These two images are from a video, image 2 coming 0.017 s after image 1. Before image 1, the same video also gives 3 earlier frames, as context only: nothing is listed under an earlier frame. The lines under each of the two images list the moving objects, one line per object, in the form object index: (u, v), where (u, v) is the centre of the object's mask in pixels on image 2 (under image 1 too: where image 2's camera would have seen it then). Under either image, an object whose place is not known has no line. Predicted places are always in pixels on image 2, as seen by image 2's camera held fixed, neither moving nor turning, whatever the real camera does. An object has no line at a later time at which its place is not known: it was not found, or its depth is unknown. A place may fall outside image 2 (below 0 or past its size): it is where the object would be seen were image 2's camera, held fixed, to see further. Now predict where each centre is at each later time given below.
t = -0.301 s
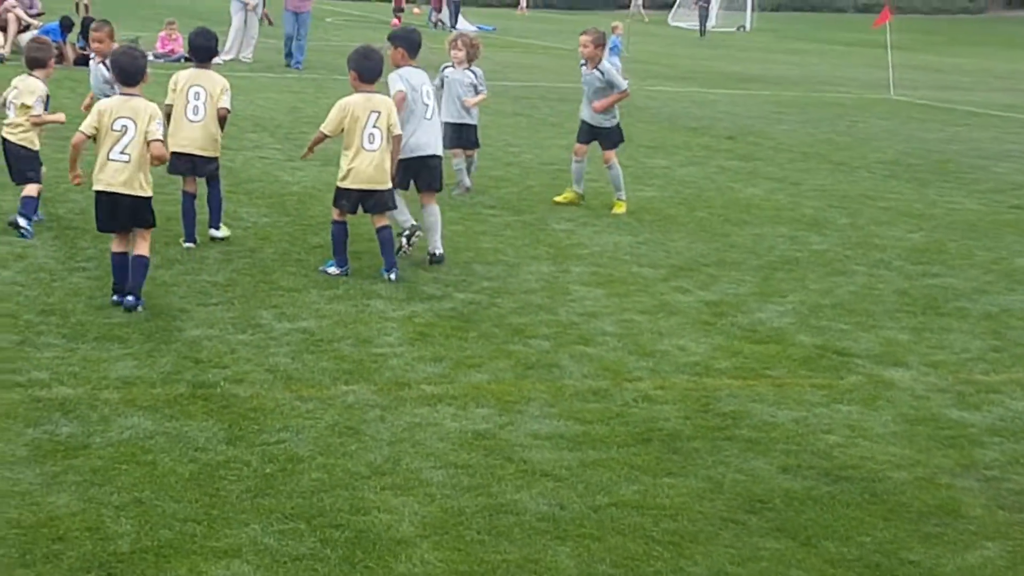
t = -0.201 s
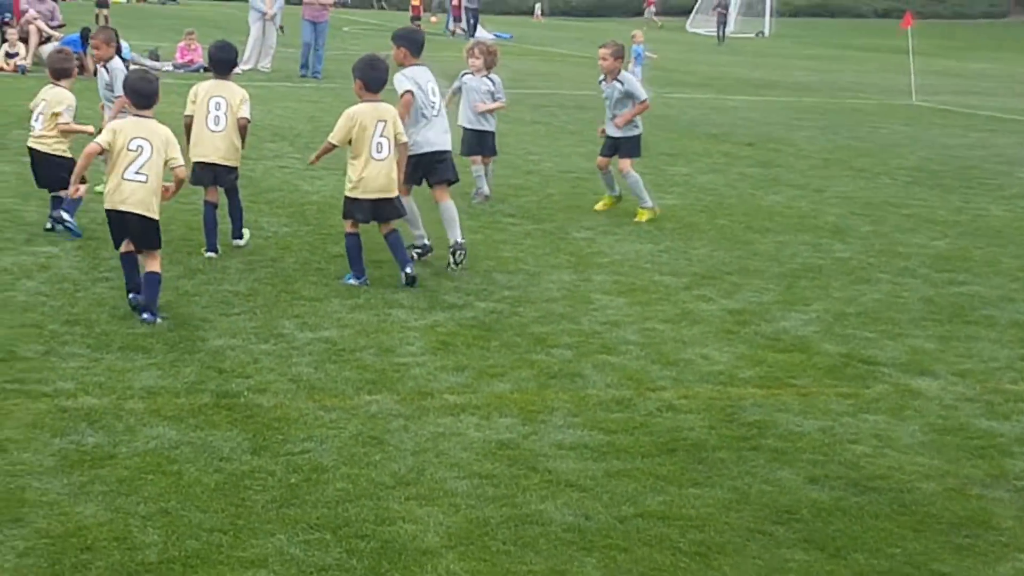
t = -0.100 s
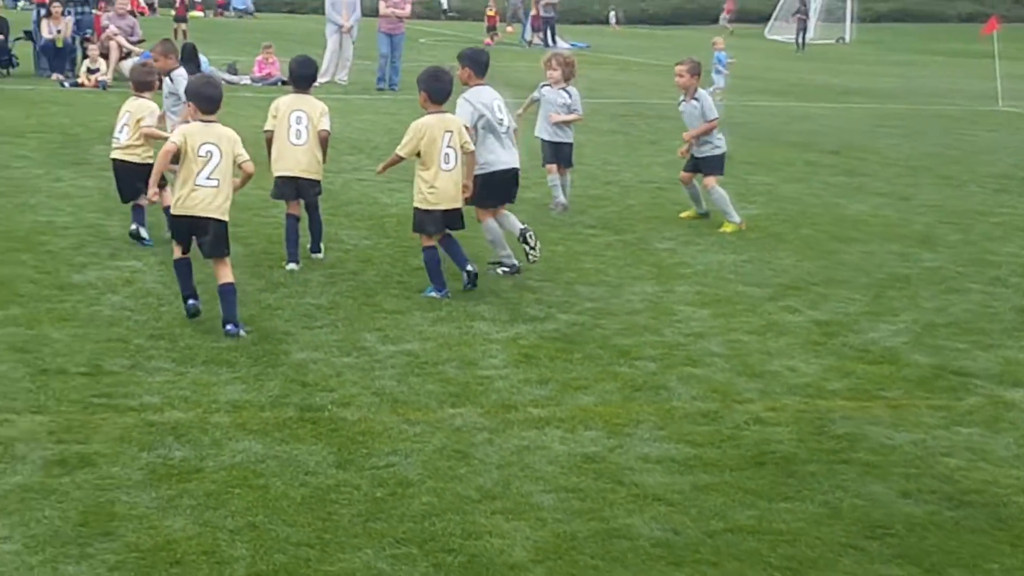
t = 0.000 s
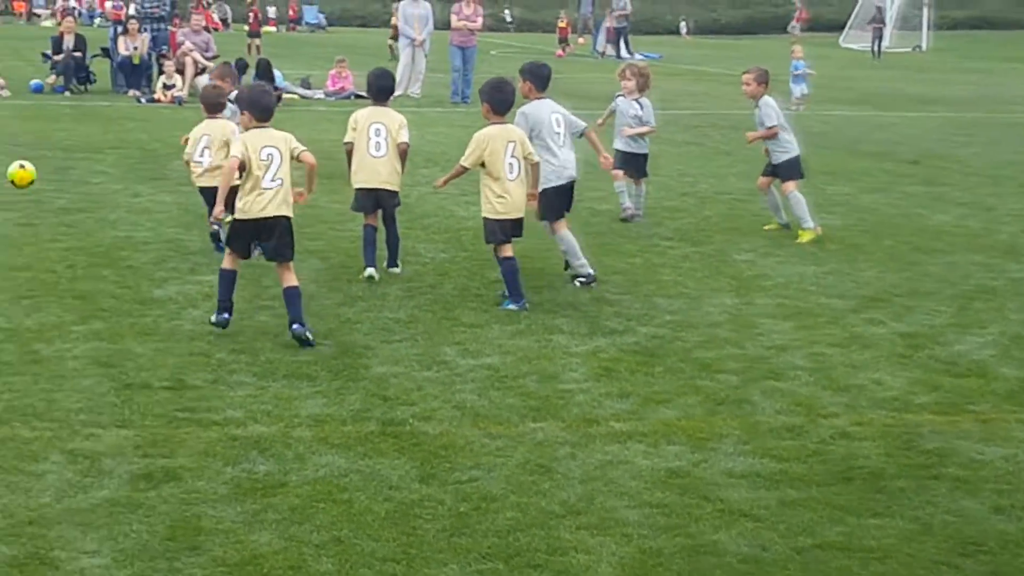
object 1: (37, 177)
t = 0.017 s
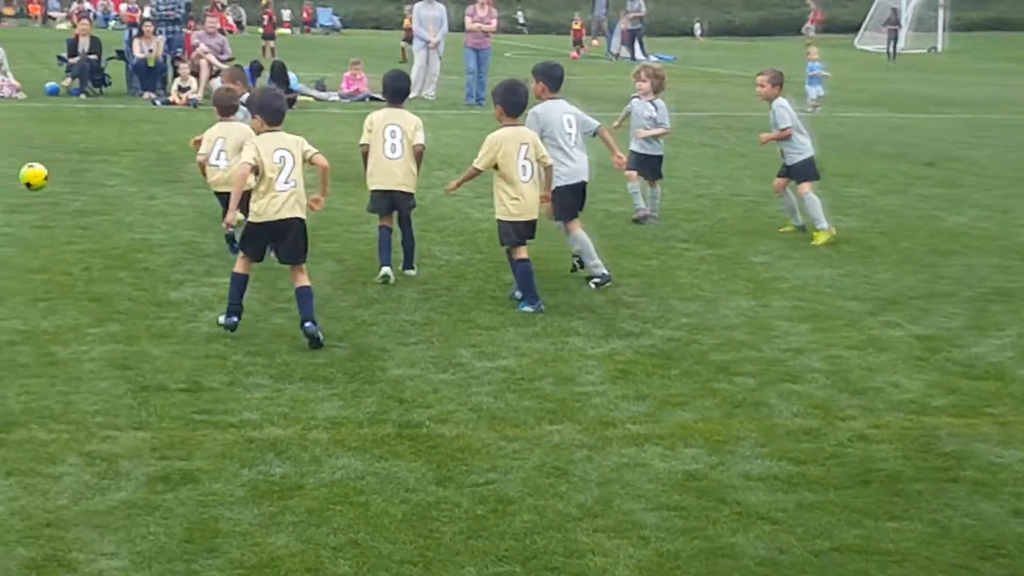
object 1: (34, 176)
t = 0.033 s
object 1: (30, 176)
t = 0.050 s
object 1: (27, 177)
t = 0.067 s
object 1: (24, 178)
